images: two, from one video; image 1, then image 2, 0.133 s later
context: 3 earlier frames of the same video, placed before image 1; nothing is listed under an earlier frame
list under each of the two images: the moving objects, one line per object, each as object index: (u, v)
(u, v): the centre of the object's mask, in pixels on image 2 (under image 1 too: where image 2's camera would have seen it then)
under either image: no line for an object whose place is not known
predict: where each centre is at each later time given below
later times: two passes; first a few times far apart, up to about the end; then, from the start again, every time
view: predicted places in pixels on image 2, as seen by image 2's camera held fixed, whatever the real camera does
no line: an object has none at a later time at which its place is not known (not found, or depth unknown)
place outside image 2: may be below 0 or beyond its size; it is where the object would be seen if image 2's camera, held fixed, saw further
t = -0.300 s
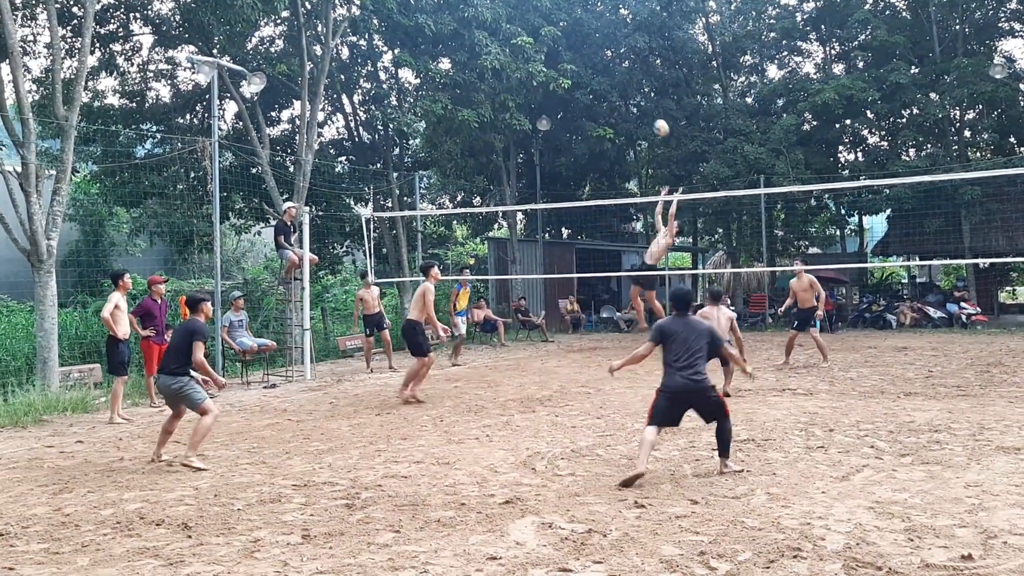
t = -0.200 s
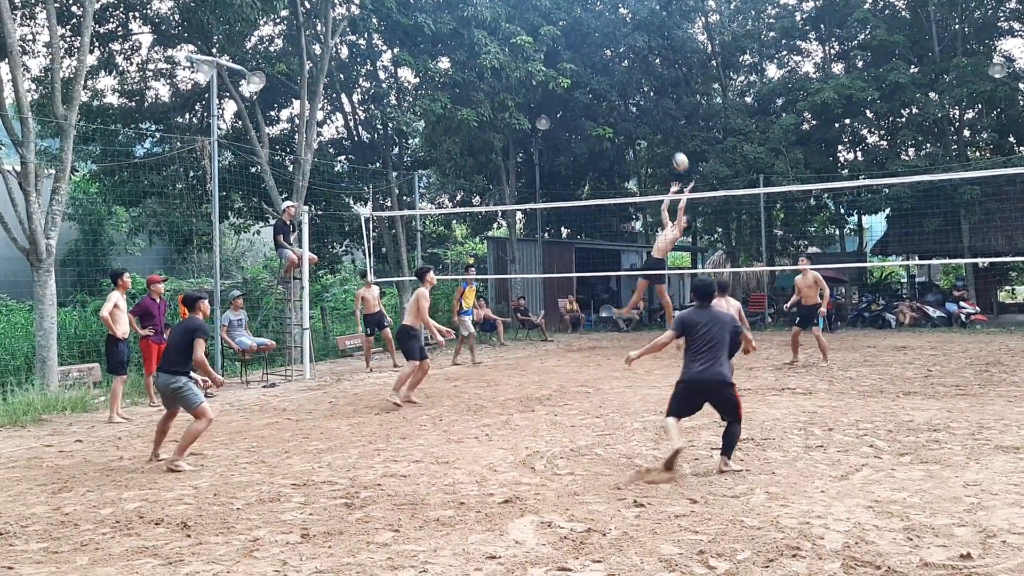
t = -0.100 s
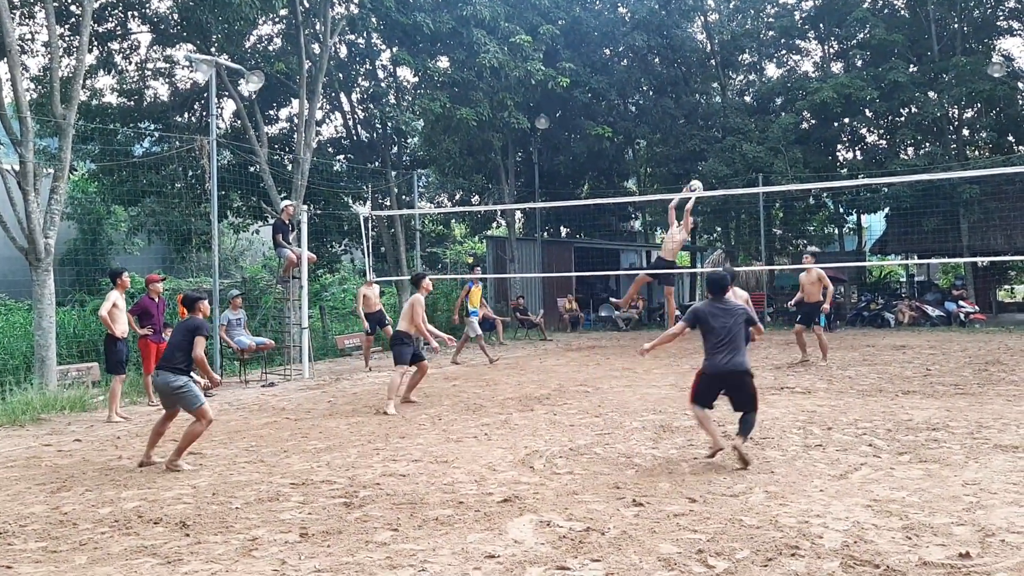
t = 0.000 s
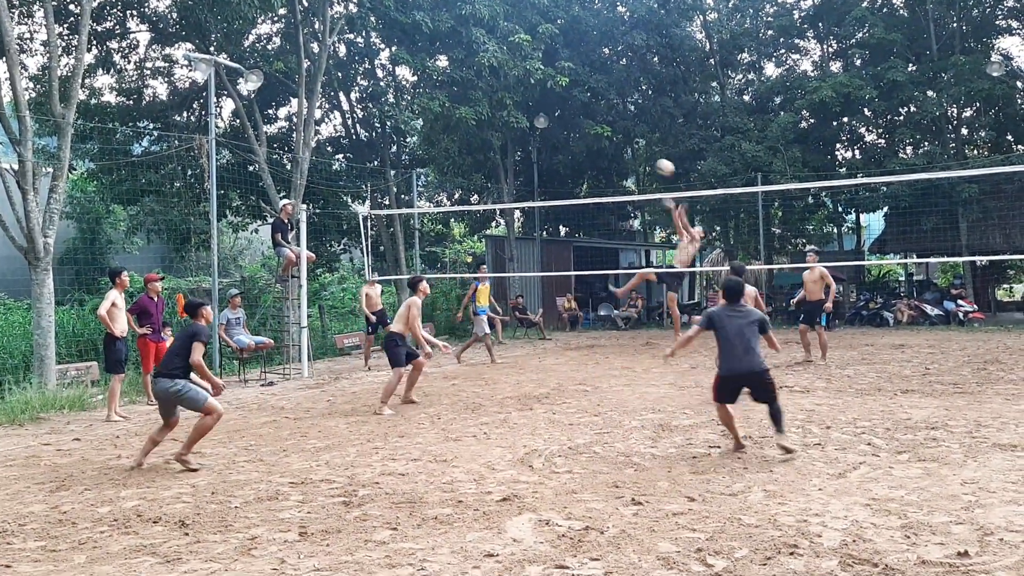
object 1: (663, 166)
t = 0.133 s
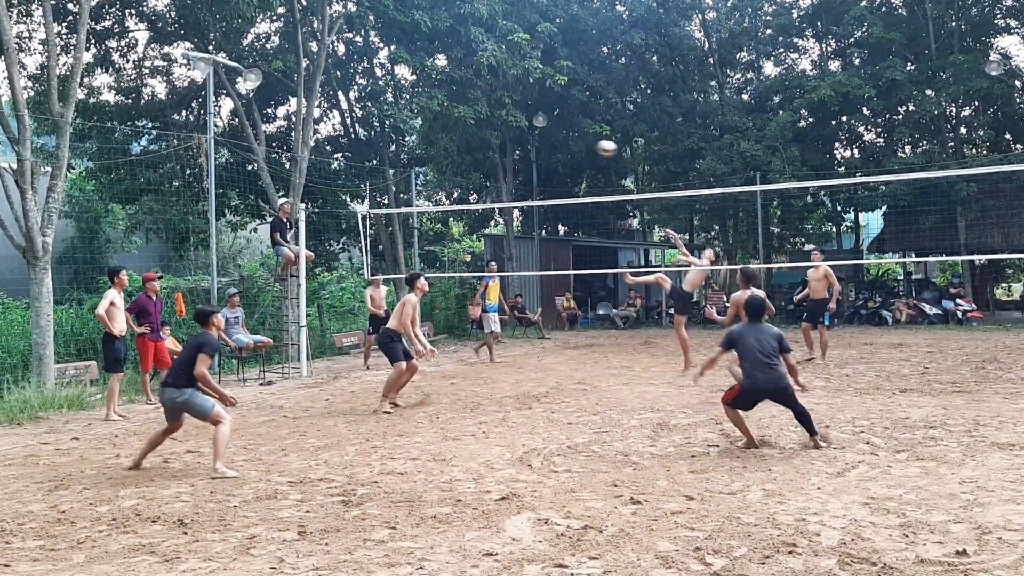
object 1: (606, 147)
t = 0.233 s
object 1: (559, 140)
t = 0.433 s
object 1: (457, 154)
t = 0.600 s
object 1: (355, 194)
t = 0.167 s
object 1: (591, 144)
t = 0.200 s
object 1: (572, 141)
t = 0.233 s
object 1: (559, 140)
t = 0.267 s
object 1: (545, 143)
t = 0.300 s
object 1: (528, 144)
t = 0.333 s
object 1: (511, 145)
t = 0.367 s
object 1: (493, 147)
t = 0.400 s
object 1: (475, 150)
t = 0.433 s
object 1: (457, 154)
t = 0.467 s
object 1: (438, 161)
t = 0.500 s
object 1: (420, 167)
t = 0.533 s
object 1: (398, 175)
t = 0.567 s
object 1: (378, 184)
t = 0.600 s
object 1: (355, 194)
